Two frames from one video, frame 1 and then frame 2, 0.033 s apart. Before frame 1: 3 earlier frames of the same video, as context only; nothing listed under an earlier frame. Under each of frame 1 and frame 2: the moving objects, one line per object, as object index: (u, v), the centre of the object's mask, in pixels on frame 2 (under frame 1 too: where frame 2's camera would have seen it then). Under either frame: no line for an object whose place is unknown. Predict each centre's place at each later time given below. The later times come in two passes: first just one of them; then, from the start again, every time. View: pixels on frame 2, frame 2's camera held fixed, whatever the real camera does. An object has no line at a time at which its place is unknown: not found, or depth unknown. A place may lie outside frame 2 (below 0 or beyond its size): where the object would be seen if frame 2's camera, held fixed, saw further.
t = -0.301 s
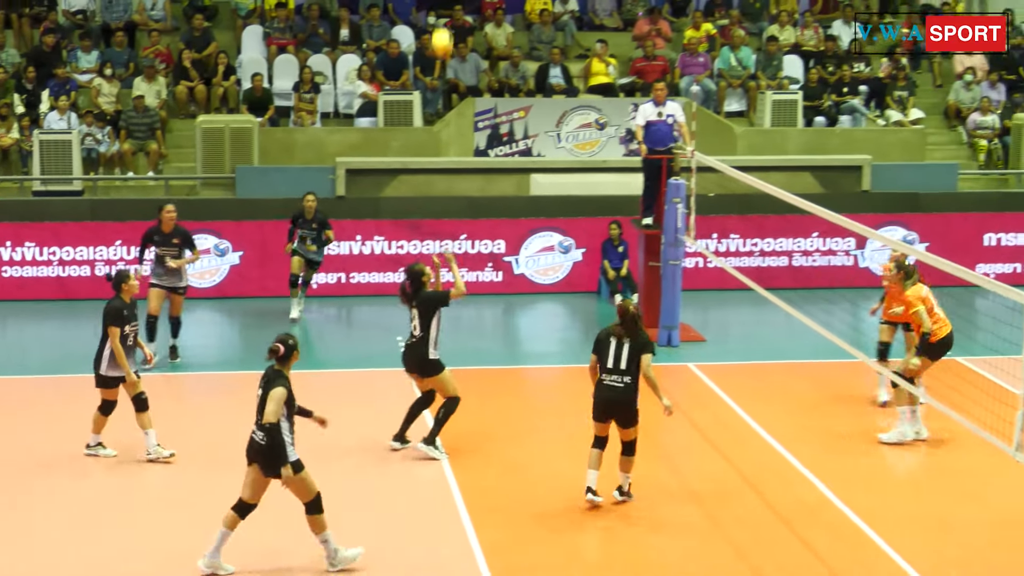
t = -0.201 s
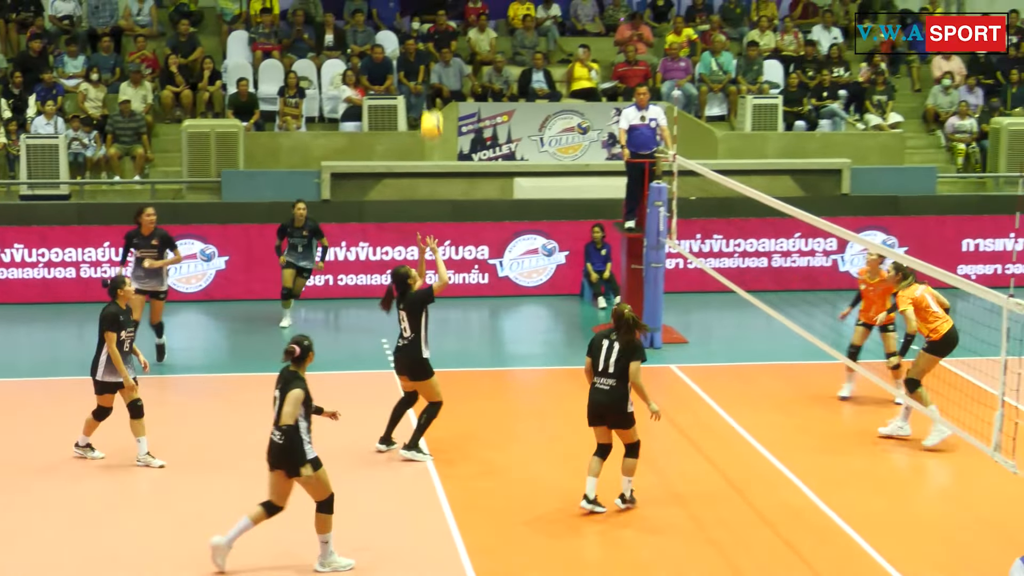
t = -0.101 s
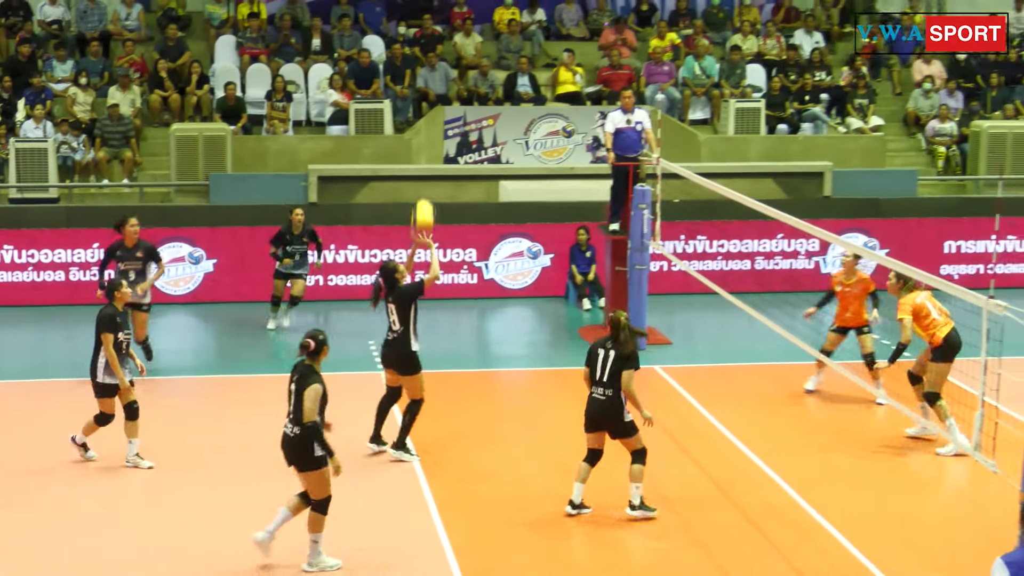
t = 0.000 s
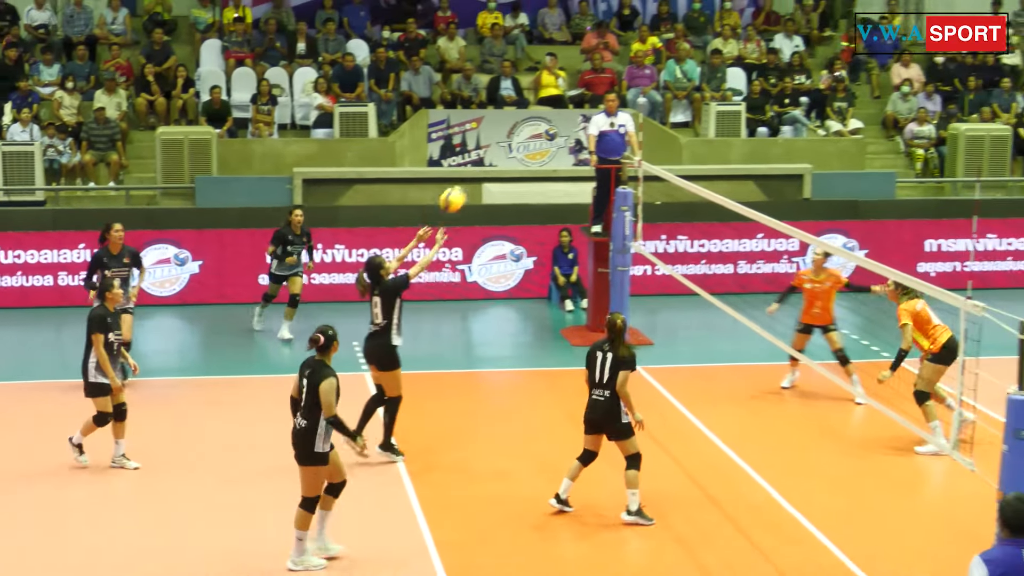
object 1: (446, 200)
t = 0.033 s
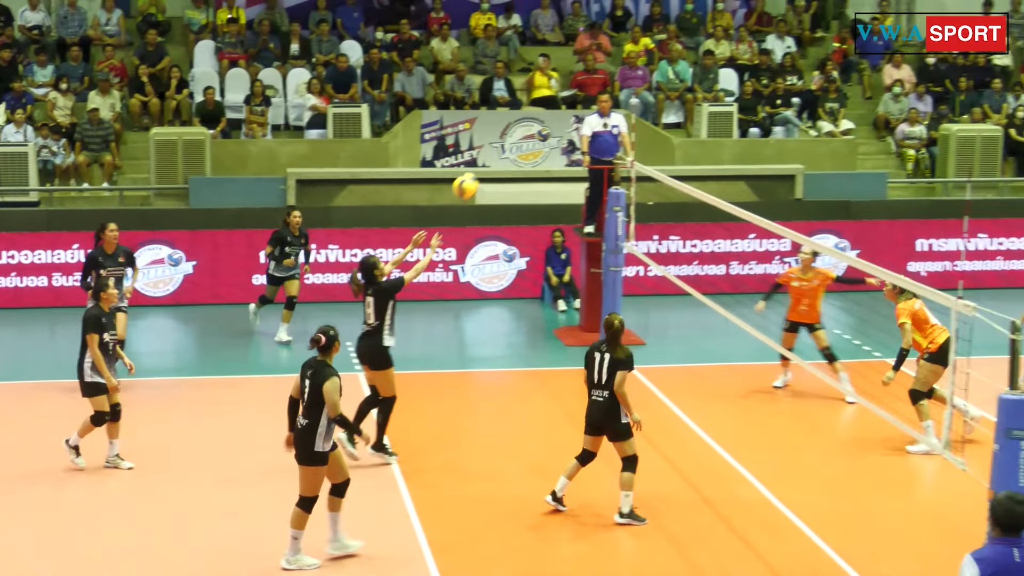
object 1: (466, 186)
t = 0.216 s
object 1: (570, 130)
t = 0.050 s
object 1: (475, 179)
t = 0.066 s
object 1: (485, 173)
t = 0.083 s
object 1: (494, 167)
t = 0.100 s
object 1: (504, 161)
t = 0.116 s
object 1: (513, 156)
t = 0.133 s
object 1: (523, 151)
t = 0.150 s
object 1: (532, 147)
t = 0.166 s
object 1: (542, 141)
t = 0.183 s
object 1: (550, 138)
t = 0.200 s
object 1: (559, 135)
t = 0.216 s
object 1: (570, 130)
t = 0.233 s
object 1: (577, 128)
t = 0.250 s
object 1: (586, 125)
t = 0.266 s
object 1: (596, 122)
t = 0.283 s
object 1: (605, 120)
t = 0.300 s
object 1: (613, 118)
